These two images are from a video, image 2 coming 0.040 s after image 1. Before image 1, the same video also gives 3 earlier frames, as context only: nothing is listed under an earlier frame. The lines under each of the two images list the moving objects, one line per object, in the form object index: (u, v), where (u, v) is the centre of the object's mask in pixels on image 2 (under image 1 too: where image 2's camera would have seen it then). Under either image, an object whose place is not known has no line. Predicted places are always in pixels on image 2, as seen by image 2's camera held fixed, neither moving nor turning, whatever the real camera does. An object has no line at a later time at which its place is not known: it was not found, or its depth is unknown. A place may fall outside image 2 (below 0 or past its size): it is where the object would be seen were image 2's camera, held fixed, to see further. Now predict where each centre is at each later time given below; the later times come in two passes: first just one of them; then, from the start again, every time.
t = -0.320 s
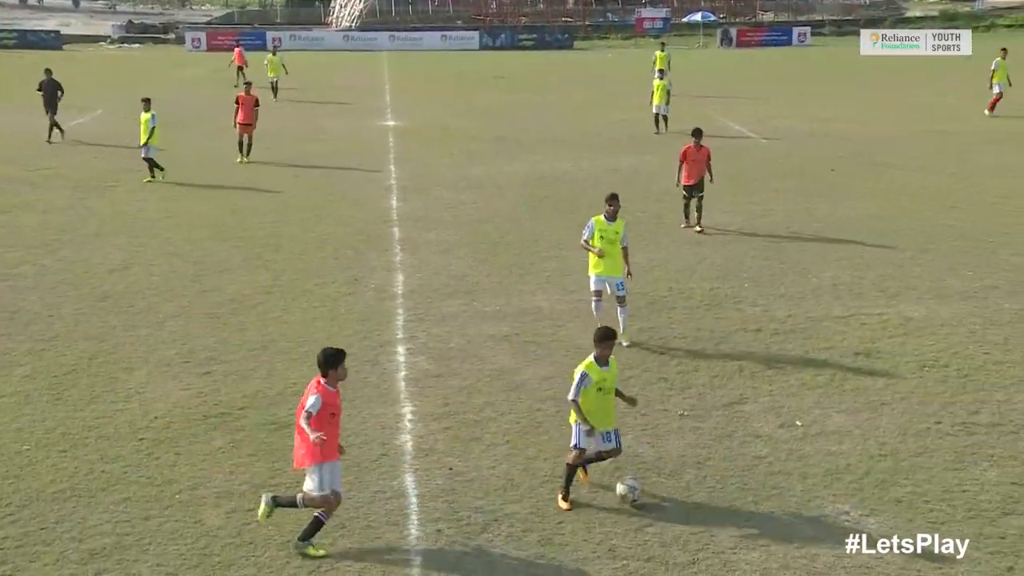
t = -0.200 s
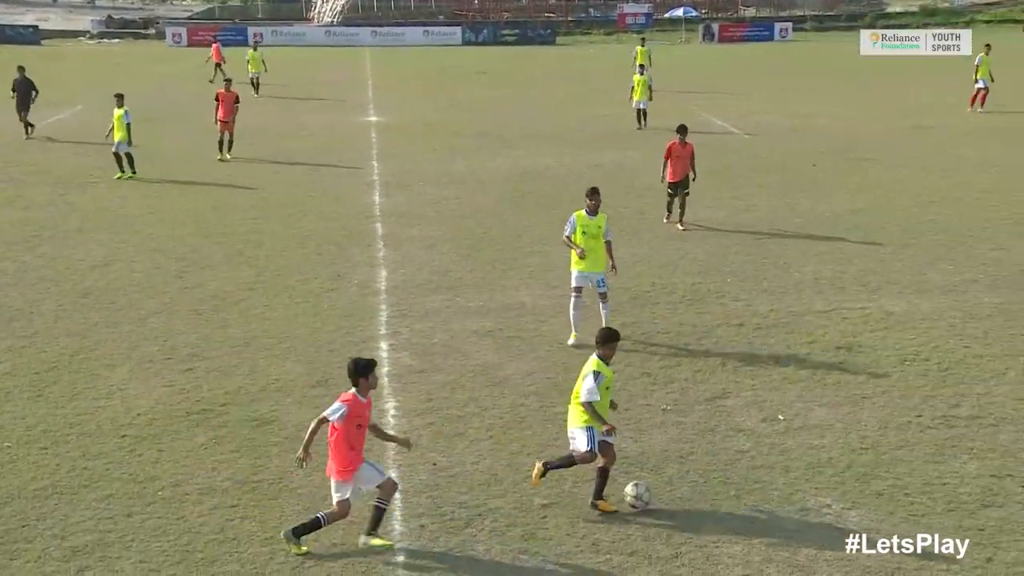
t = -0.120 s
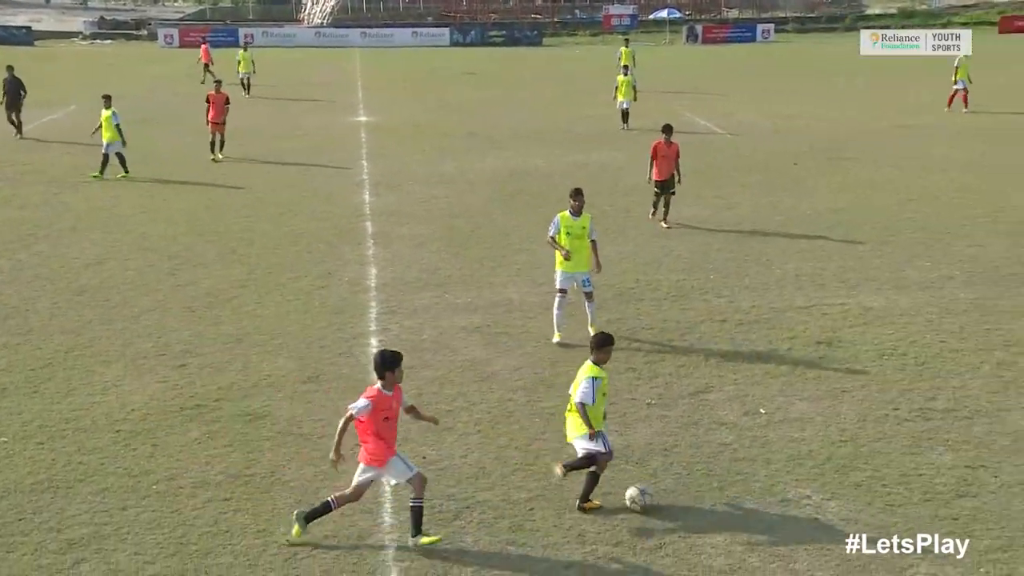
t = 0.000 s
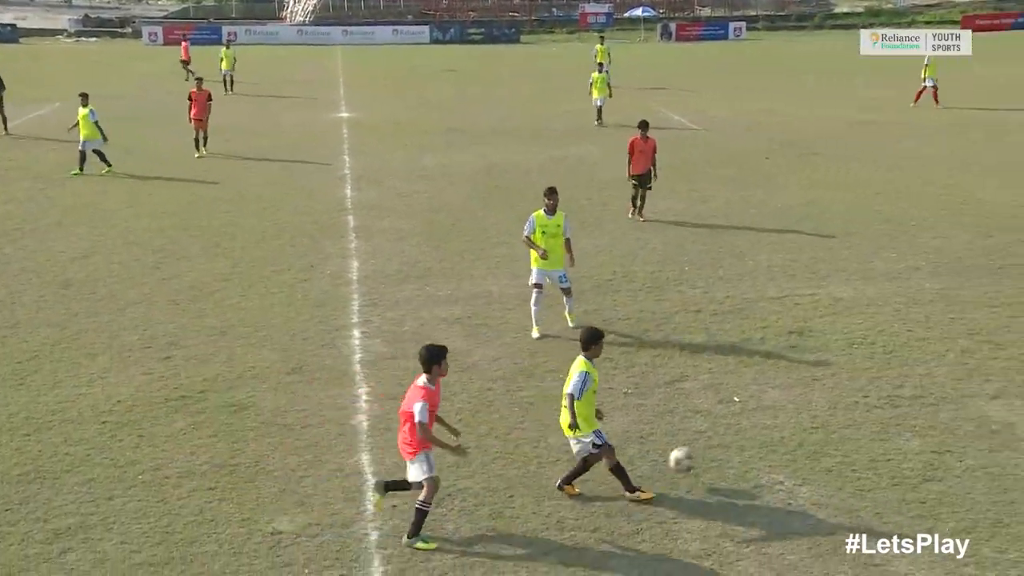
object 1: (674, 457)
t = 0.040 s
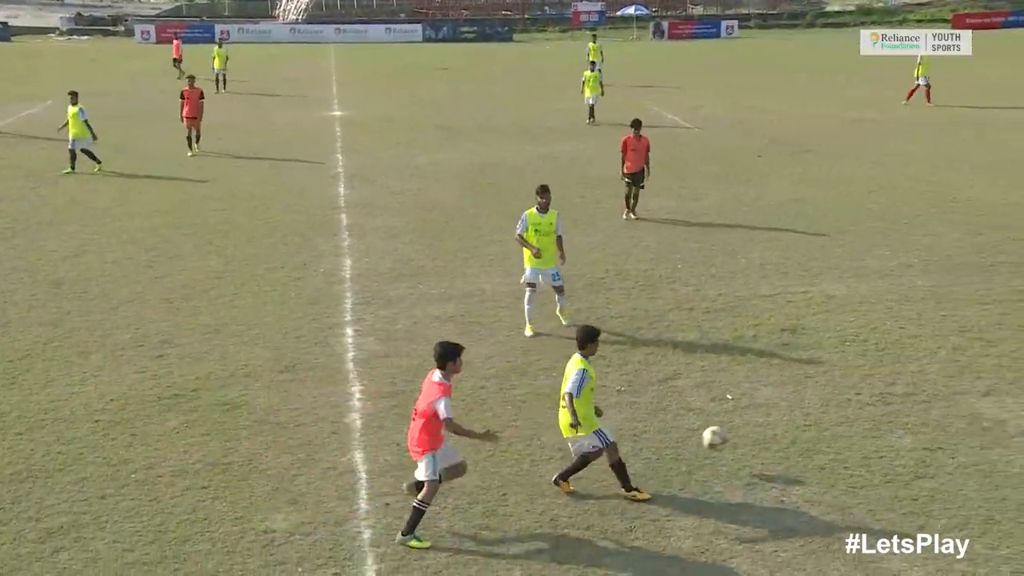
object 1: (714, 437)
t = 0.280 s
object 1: (912, 369)
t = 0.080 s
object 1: (751, 422)
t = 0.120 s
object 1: (787, 406)
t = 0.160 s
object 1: (821, 395)
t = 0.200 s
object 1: (853, 384)
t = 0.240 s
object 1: (884, 376)
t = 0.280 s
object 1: (912, 369)
